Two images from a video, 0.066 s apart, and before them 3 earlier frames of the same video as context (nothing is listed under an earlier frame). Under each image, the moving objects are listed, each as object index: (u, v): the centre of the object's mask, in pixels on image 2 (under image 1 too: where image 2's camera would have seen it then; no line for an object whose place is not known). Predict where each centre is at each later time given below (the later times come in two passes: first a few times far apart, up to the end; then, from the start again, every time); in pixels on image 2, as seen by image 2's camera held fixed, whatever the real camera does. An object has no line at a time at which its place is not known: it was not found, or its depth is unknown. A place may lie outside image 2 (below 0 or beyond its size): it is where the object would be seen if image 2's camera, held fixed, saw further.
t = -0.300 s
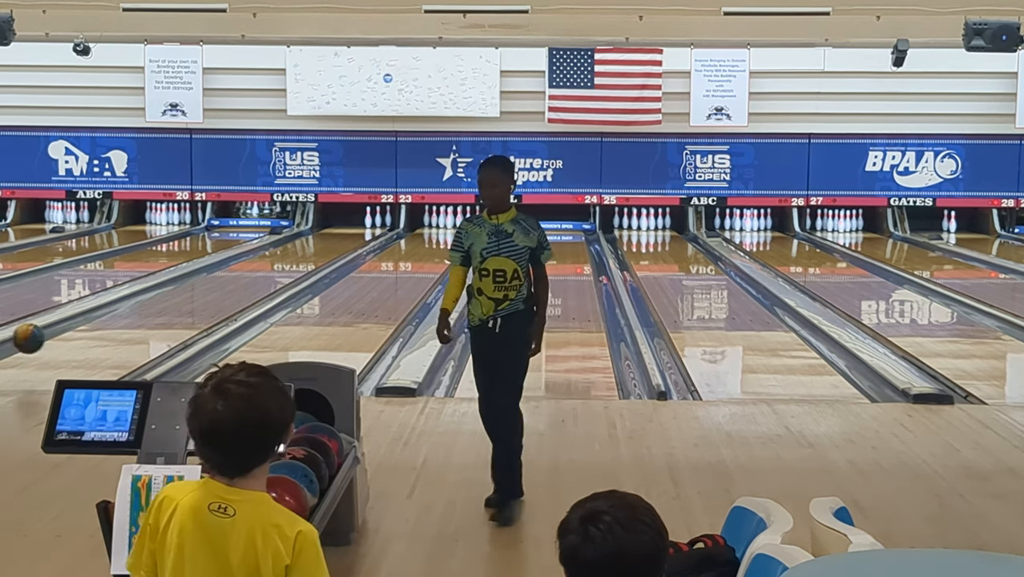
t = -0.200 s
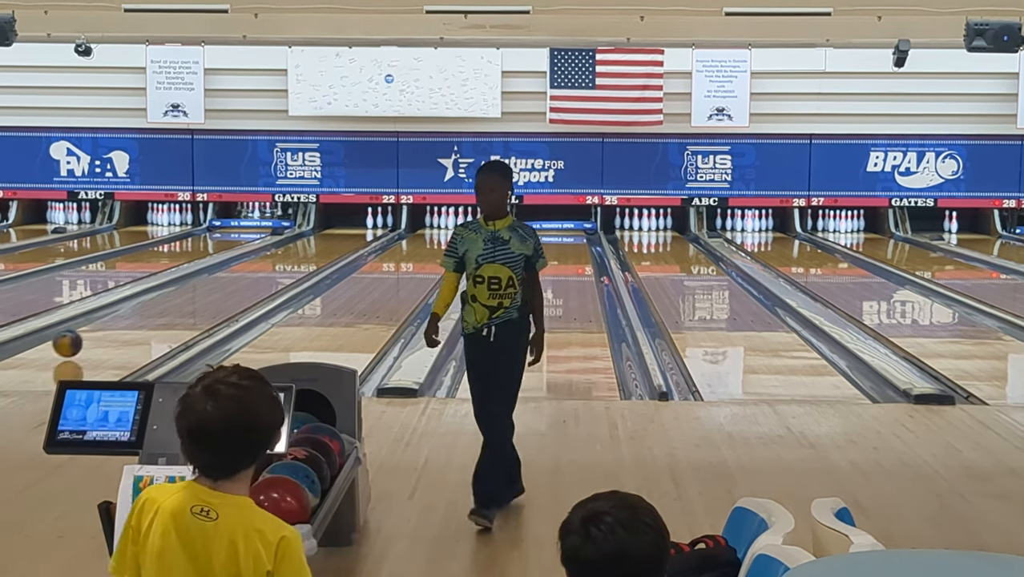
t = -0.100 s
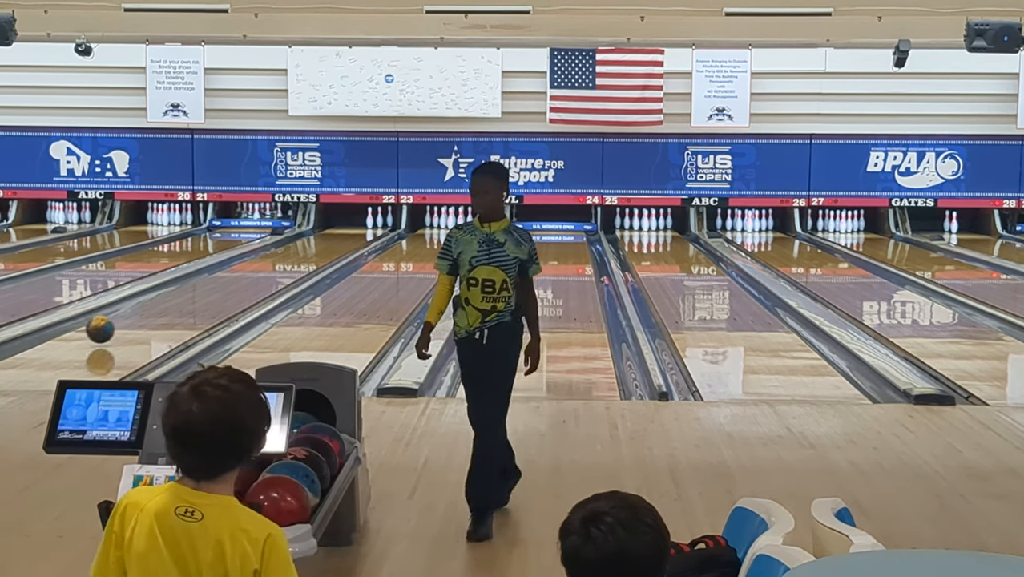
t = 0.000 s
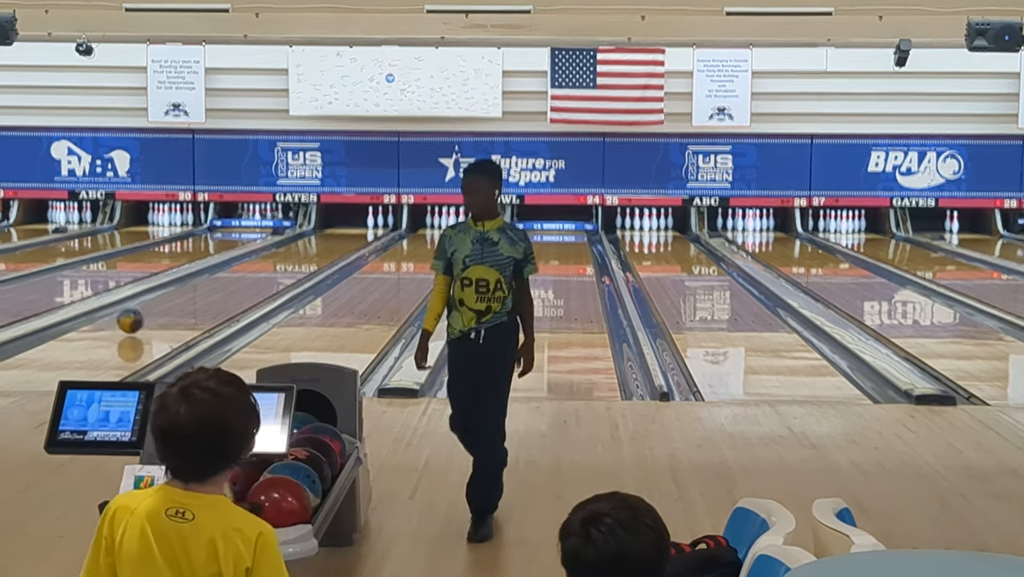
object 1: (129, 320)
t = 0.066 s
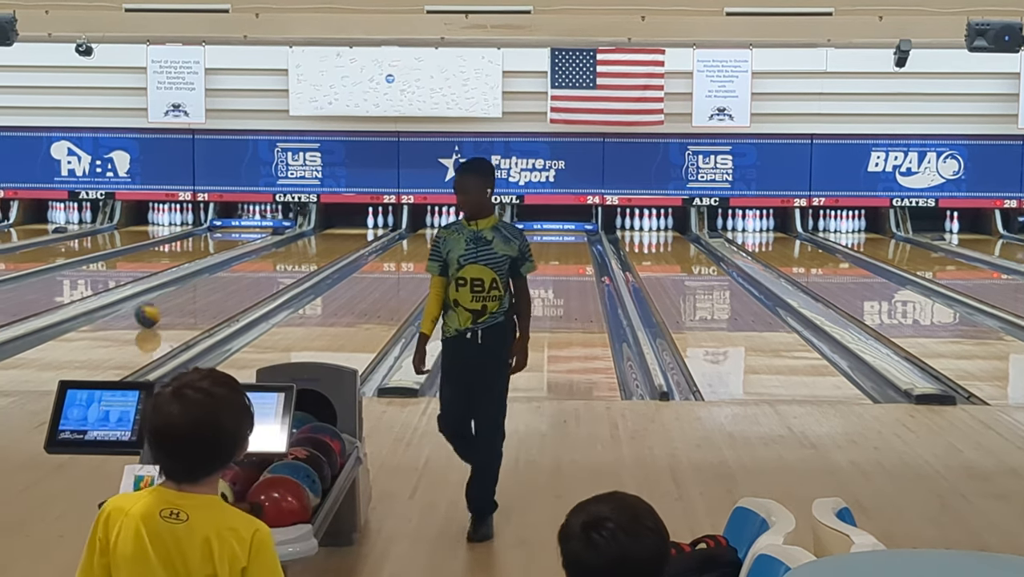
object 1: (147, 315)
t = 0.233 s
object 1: (186, 300)
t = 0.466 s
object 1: (232, 285)
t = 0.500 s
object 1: (237, 283)
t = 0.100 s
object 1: (156, 312)
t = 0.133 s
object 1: (164, 309)
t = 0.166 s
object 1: (172, 306)
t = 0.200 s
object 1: (179, 304)
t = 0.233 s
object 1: (186, 300)
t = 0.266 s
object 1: (194, 298)
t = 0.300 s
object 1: (201, 296)
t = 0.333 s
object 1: (207, 293)
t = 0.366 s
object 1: (213, 291)
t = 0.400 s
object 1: (220, 289)
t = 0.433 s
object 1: (226, 287)
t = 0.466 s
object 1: (232, 285)
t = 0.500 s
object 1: (237, 283)
